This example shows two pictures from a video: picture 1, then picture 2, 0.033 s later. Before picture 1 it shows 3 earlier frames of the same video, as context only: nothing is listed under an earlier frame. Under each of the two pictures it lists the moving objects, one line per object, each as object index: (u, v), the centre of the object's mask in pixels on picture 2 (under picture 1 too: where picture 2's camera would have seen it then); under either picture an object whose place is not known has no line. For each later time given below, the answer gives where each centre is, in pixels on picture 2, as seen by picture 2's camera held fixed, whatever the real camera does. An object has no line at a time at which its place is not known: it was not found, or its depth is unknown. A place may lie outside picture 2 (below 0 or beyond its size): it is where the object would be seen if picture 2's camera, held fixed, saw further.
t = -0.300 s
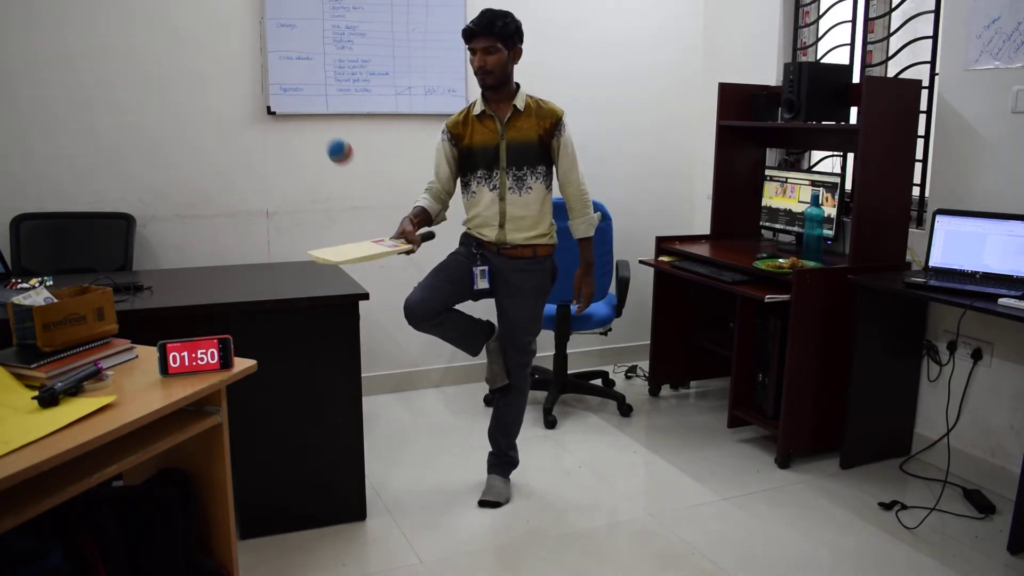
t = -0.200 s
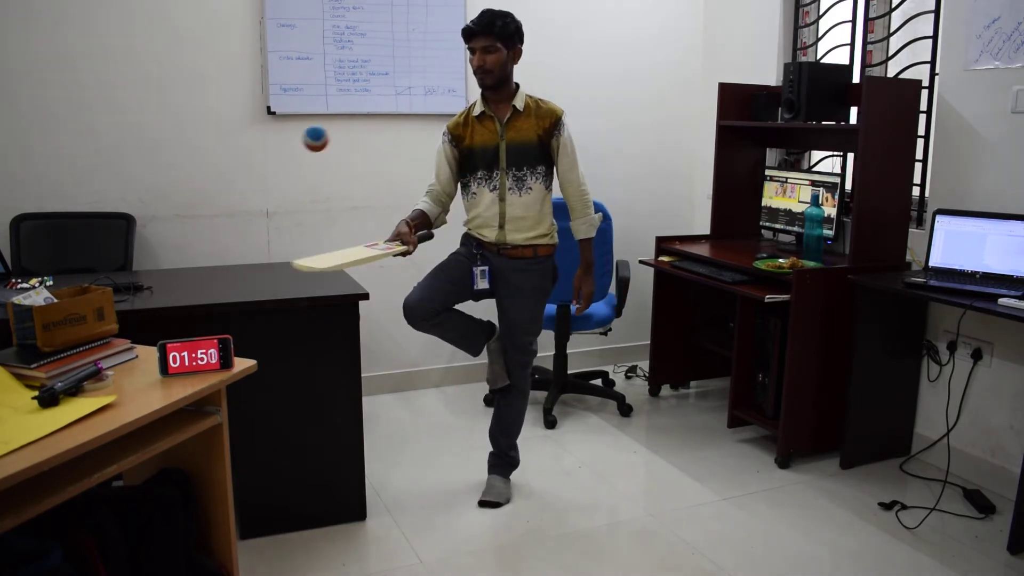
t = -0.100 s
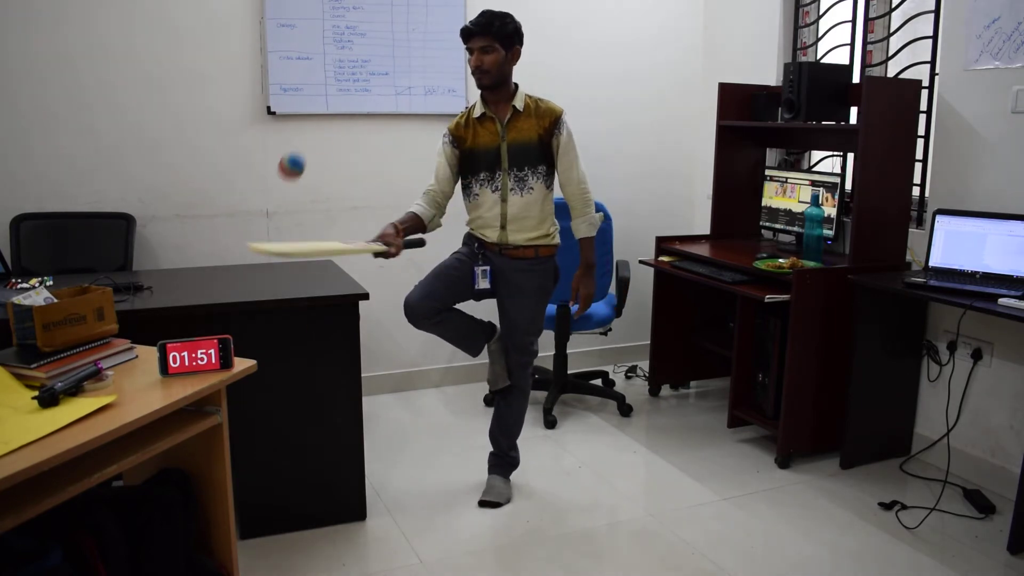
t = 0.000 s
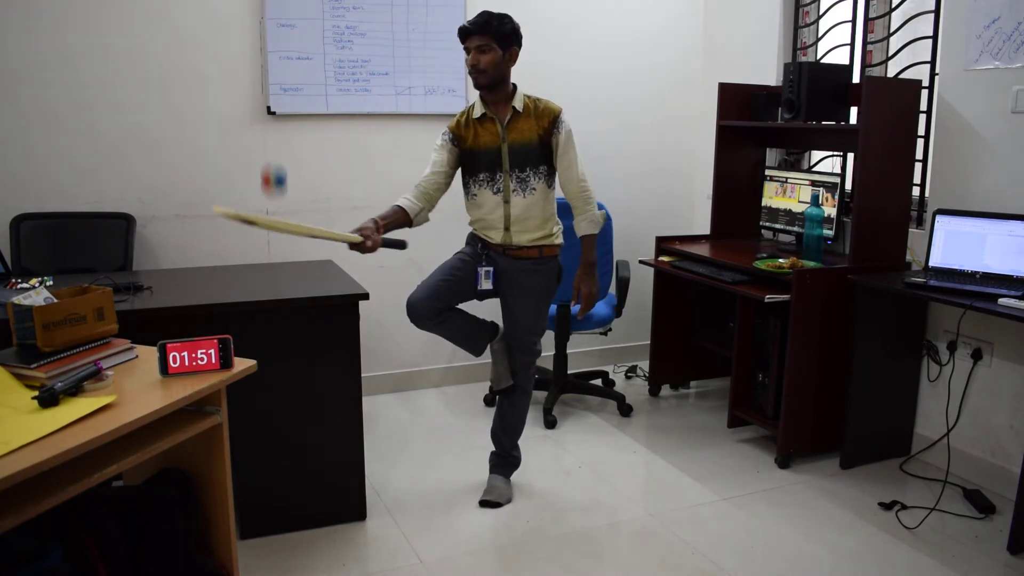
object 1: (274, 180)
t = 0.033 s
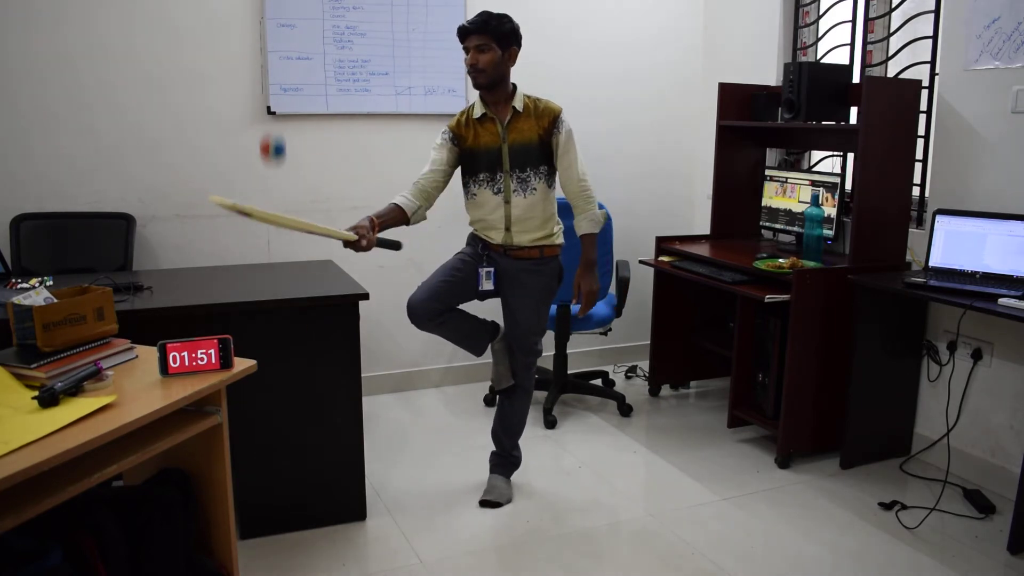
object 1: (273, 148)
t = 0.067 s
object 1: (271, 120)
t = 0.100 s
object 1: (271, 96)
